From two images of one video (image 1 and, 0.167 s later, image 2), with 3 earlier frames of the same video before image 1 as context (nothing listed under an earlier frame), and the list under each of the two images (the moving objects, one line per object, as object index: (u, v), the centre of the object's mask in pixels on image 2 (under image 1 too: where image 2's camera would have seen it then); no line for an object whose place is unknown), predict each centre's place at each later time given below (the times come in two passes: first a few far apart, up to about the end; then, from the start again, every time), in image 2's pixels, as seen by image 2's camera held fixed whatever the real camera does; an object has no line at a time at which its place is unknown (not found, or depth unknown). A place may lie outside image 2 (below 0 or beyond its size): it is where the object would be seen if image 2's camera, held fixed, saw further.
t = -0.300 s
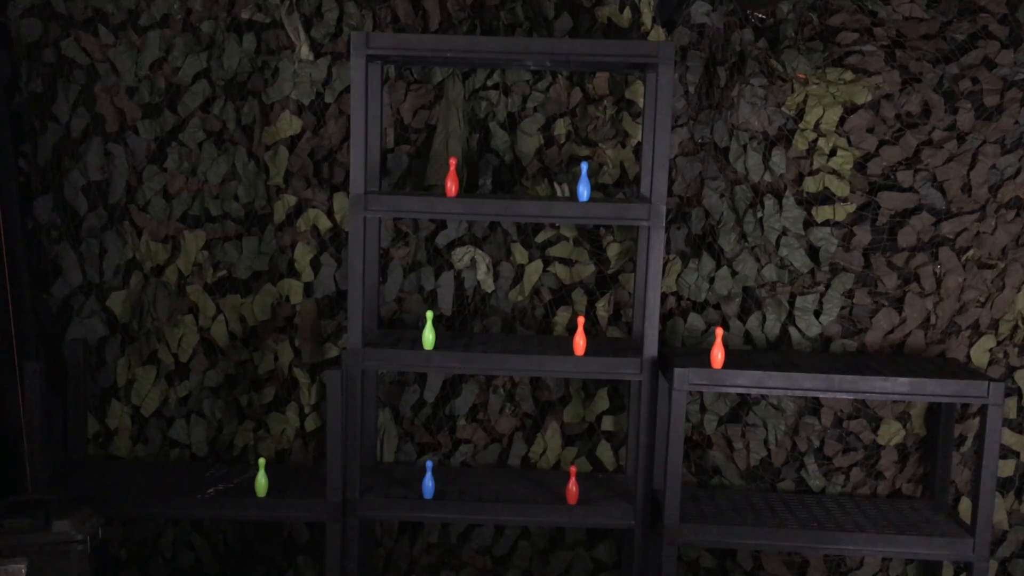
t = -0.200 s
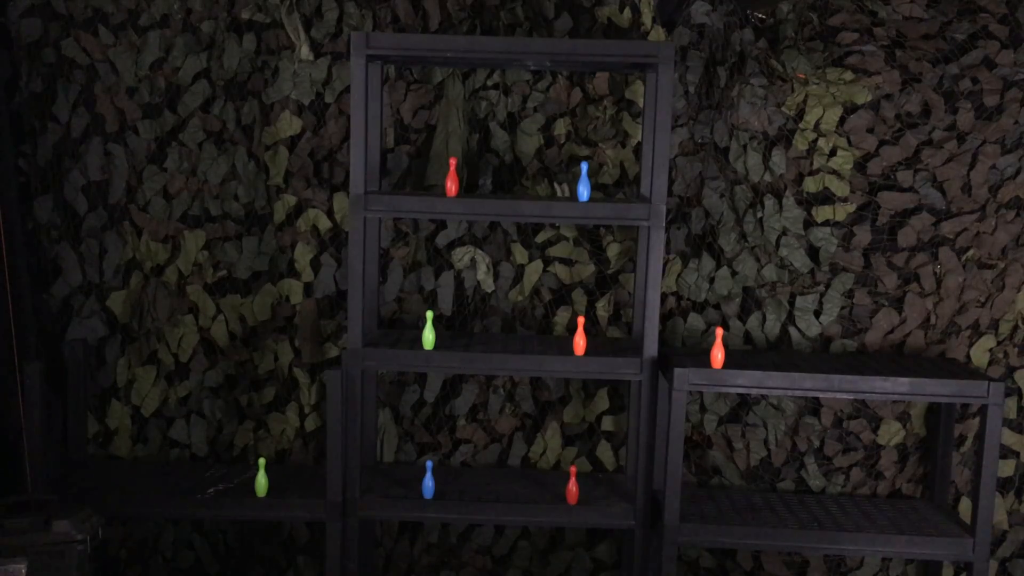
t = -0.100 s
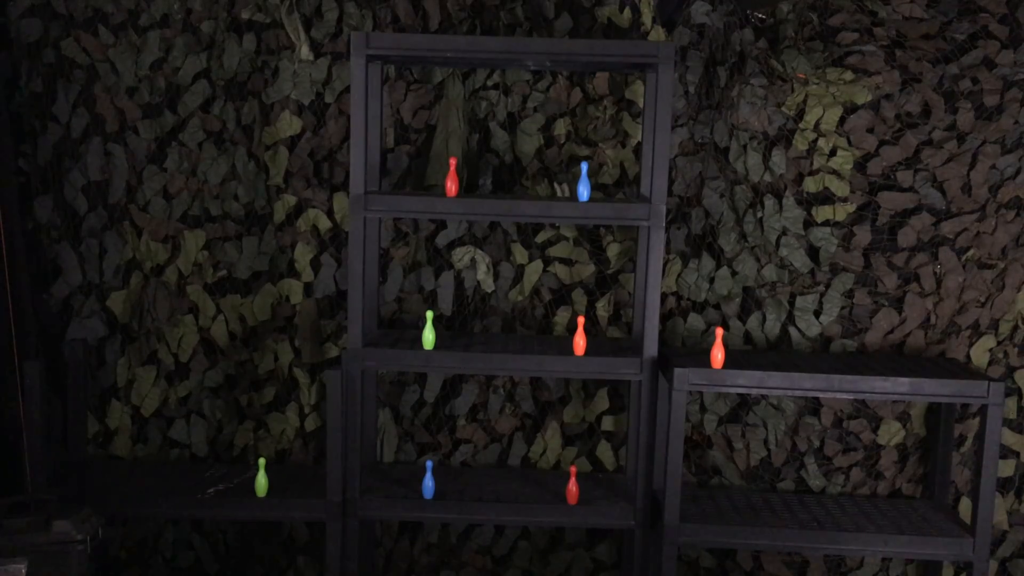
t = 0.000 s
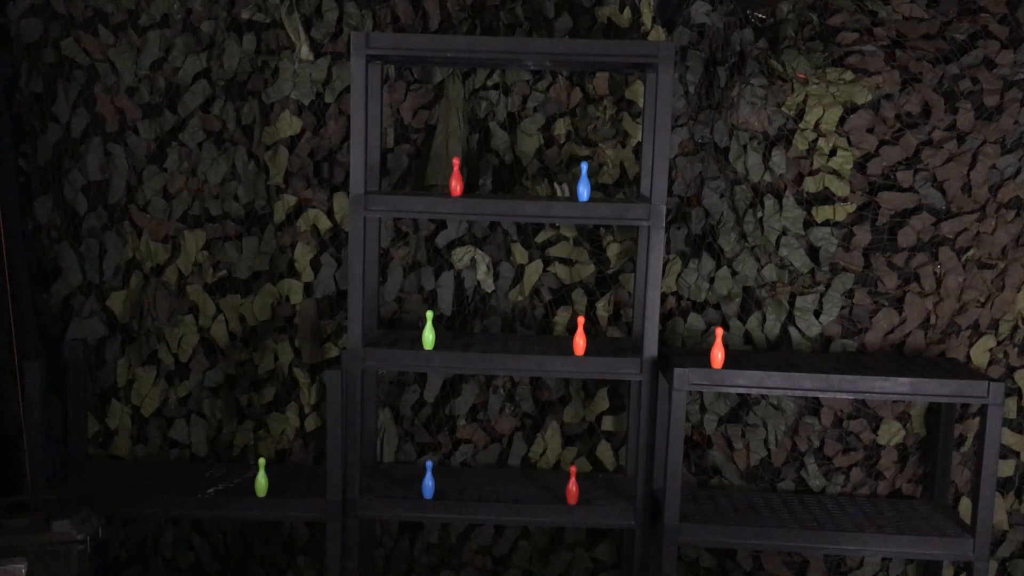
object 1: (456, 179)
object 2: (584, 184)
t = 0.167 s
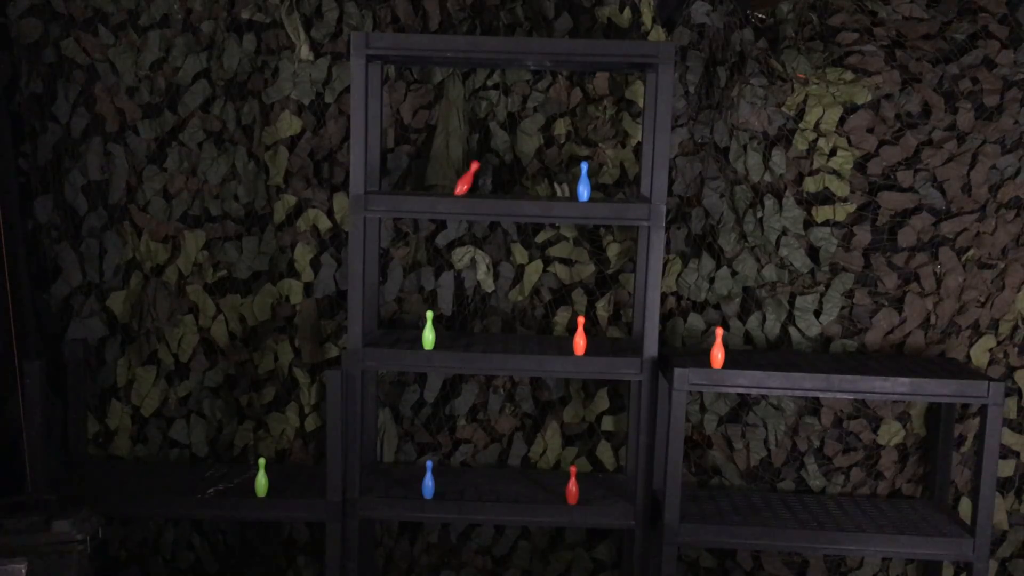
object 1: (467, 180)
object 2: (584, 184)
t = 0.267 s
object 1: (478, 189)
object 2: (584, 184)
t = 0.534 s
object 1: (488, 192)
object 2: (584, 184)
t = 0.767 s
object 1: (488, 192)
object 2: (584, 184)
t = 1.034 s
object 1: (490, 192)
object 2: (584, 184)
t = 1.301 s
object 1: (495, 192)
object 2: (584, 184)
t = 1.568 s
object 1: (501, 194)
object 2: (584, 184)
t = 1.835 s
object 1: (506, 287)
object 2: (584, 184)
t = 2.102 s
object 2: (584, 184)
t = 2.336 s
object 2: (584, 184)
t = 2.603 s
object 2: (584, 184)
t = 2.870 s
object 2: (584, 184)
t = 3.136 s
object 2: (579, 183)
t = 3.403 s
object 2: (556, 187)
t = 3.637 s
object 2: (554, 191)
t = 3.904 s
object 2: (557, 191)
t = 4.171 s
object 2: (559, 191)
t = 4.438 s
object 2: (558, 191)
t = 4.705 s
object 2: (557, 191)
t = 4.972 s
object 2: (551, 192)
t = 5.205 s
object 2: (541, 192)
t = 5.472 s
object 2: (527, 192)
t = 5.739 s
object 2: (508, 190)
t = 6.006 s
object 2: (494, 190)
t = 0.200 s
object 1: (470, 181)
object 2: (584, 184)
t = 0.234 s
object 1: (473, 183)
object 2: (584, 184)
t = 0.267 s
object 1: (478, 189)
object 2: (584, 184)
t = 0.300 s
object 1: (477, 190)
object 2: (584, 184)
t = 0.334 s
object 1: (481, 190)
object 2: (584, 184)
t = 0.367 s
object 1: (483, 191)
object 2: (584, 184)
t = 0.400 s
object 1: (485, 191)
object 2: (584, 184)
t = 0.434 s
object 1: (487, 191)
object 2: (584, 184)
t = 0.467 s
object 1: (488, 192)
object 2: (584, 184)
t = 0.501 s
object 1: (488, 192)
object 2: (584, 184)
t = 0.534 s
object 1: (488, 192)
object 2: (584, 184)
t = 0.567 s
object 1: (488, 192)
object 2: (584, 184)
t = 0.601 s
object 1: (488, 192)
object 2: (584, 184)
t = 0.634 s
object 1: (488, 192)
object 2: (584, 184)
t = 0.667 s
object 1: (488, 192)
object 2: (584, 184)
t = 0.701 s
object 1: (488, 192)
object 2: (584, 184)
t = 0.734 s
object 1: (489, 192)
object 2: (584, 184)
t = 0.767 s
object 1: (488, 192)
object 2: (584, 184)
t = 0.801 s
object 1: (489, 192)
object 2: (584, 184)
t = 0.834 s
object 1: (489, 192)
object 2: (584, 184)
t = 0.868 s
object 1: (489, 192)
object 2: (584, 184)
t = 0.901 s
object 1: (489, 192)
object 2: (584, 184)
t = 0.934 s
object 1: (489, 192)
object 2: (584, 184)
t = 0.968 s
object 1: (489, 192)
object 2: (584, 184)
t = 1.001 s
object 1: (489, 192)
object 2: (584, 184)
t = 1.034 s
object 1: (490, 192)
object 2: (584, 184)
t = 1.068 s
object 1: (491, 192)
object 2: (584, 183)
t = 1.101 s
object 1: (491, 192)
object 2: (584, 184)
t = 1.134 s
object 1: (491, 192)
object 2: (584, 184)
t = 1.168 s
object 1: (492, 192)
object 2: (584, 184)
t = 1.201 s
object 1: (492, 192)
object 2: (584, 184)
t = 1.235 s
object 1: (493, 192)
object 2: (584, 184)
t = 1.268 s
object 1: (494, 192)
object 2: (584, 184)
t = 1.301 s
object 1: (495, 192)
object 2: (584, 184)
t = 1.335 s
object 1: (495, 192)
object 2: (584, 184)
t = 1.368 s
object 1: (496, 192)
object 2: (584, 184)
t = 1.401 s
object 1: (497, 192)
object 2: (584, 184)
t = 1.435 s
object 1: (498, 192)
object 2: (584, 184)
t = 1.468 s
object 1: (498, 193)
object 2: (584, 184)
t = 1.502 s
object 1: (500, 193)
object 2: (584, 184)
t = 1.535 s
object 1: (500, 193)
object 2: (584, 184)
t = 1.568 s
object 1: (501, 194)
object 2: (584, 184)
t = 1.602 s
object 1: (503, 196)
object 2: (584, 184)
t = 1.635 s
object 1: (503, 200)
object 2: (584, 184)
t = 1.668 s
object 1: (504, 206)
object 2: (584, 184)
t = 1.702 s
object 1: (505, 215)
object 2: (584, 184)
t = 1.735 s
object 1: (506, 228)
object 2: (584, 184)
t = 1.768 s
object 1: (506, 244)
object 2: (584, 184)
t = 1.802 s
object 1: (506, 265)
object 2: (584, 184)
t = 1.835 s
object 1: (506, 287)
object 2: (584, 184)
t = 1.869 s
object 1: (505, 316)
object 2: (584, 184)
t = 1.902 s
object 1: (505, 348)
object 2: (584, 184)
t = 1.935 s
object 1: (504, 383)
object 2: (584, 184)
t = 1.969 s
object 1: (504, 421)
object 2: (584, 184)
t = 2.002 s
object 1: (504, 464)
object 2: (584, 184)
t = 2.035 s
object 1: (503, 506)
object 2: (584, 184)
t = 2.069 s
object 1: (502, 549)
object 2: (584, 184)
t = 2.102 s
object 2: (584, 184)
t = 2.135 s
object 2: (584, 184)
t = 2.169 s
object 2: (584, 184)
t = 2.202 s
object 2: (584, 184)
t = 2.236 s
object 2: (584, 184)
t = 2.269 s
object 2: (584, 184)
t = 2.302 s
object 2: (584, 184)
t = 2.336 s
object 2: (584, 184)
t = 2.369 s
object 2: (584, 184)
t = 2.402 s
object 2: (584, 184)
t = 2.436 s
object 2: (584, 184)
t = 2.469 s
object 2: (584, 184)
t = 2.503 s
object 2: (584, 184)
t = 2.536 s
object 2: (584, 184)
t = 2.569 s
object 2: (584, 184)
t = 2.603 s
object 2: (584, 184)
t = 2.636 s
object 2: (584, 184)
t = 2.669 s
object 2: (584, 184)
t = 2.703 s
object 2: (584, 184)
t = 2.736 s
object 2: (584, 184)
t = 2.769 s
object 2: (584, 184)
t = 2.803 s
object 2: (584, 184)
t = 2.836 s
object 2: (584, 184)
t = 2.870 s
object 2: (584, 184)
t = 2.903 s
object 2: (584, 184)
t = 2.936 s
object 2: (584, 184)
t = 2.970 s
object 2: (584, 184)
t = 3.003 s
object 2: (584, 184)
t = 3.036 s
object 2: (584, 184)
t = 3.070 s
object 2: (584, 184)
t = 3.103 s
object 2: (584, 184)
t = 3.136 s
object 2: (579, 183)
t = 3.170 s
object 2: (575, 182)
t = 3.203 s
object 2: (571, 182)
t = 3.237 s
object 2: (567, 183)
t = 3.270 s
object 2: (563, 188)
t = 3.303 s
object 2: (561, 192)
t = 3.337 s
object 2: (559, 190)
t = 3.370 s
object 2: (557, 188)
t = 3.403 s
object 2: (556, 187)
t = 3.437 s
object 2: (555, 190)
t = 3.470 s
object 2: (554, 192)
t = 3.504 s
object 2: (553, 190)
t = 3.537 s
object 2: (553, 191)
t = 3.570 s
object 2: (554, 191)
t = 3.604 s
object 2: (554, 191)
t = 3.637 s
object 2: (554, 191)
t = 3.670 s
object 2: (554, 191)
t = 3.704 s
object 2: (554, 191)
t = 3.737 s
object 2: (555, 191)
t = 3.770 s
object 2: (555, 191)
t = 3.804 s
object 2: (556, 191)
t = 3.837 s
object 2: (556, 191)
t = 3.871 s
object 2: (557, 191)
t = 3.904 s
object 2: (557, 191)
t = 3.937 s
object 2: (557, 191)
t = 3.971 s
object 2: (557, 191)
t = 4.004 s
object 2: (558, 191)
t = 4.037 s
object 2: (558, 191)
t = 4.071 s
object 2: (558, 191)
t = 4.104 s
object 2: (558, 191)
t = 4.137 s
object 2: (558, 191)
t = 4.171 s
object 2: (559, 191)
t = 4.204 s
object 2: (559, 191)
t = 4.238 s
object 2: (559, 191)
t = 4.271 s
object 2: (559, 191)
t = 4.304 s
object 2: (559, 191)
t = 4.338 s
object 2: (558, 191)
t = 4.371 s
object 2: (558, 191)
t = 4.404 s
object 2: (558, 191)
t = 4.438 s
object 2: (558, 191)
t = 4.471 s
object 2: (558, 191)
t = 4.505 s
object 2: (558, 191)
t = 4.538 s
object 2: (557, 191)
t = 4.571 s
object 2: (557, 191)
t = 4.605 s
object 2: (557, 191)
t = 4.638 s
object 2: (557, 191)
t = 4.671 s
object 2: (557, 191)
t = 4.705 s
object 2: (557, 191)
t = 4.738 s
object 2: (556, 192)
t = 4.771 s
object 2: (556, 192)
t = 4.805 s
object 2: (555, 192)
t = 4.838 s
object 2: (555, 192)
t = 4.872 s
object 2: (554, 192)
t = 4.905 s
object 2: (553, 192)
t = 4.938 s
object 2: (551, 192)
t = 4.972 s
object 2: (551, 192)
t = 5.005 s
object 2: (550, 192)
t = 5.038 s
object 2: (550, 192)
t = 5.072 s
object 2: (548, 192)
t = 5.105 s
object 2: (544, 192)
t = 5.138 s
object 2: (544, 192)
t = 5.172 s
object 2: (543, 192)
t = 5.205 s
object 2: (541, 192)
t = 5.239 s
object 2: (540, 192)
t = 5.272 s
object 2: (538, 192)
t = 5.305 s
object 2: (536, 192)
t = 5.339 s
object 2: (535, 192)
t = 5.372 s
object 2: (533, 192)
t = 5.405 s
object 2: (531, 192)
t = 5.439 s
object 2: (529, 192)
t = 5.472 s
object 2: (527, 192)
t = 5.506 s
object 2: (525, 192)
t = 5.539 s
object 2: (523, 191)
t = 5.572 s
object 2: (520, 191)
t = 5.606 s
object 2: (517, 191)
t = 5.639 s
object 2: (515, 191)
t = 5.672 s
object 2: (512, 190)
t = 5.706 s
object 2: (510, 191)
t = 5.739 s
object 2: (508, 190)
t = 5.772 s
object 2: (506, 190)
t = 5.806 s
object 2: (504, 190)
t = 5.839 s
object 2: (502, 190)
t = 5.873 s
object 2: (498, 190)
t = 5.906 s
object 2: (497, 190)
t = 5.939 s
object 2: (494, 189)
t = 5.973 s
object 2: (492, 189)
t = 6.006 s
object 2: (494, 190)
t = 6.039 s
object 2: (491, 189)
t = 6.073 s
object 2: (489, 189)
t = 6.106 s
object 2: (488, 189)
